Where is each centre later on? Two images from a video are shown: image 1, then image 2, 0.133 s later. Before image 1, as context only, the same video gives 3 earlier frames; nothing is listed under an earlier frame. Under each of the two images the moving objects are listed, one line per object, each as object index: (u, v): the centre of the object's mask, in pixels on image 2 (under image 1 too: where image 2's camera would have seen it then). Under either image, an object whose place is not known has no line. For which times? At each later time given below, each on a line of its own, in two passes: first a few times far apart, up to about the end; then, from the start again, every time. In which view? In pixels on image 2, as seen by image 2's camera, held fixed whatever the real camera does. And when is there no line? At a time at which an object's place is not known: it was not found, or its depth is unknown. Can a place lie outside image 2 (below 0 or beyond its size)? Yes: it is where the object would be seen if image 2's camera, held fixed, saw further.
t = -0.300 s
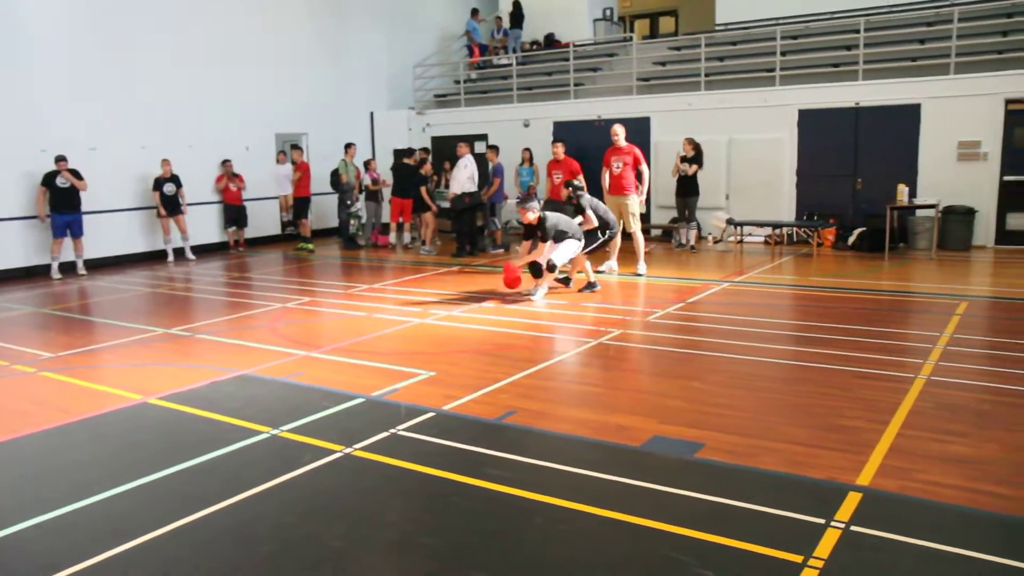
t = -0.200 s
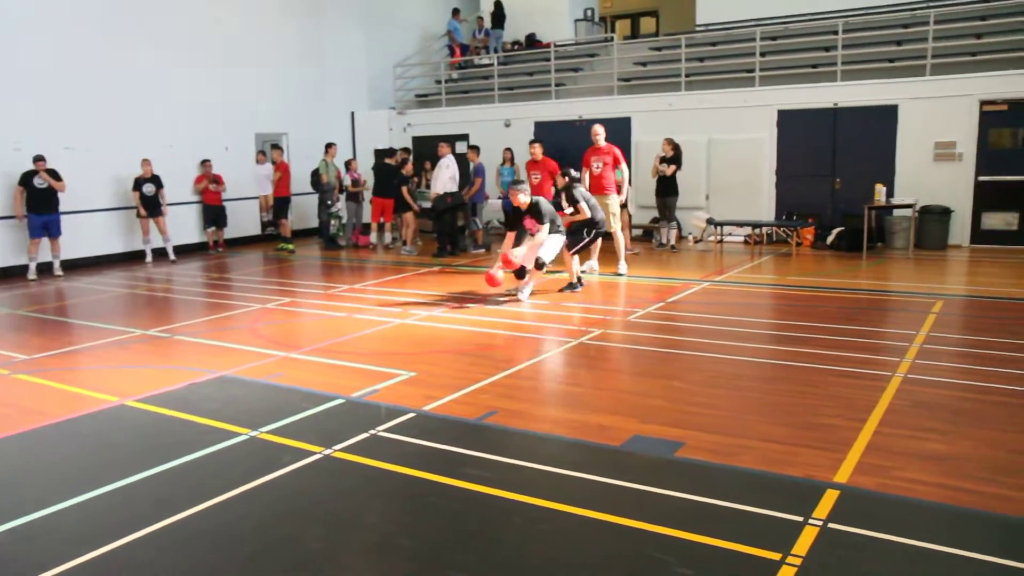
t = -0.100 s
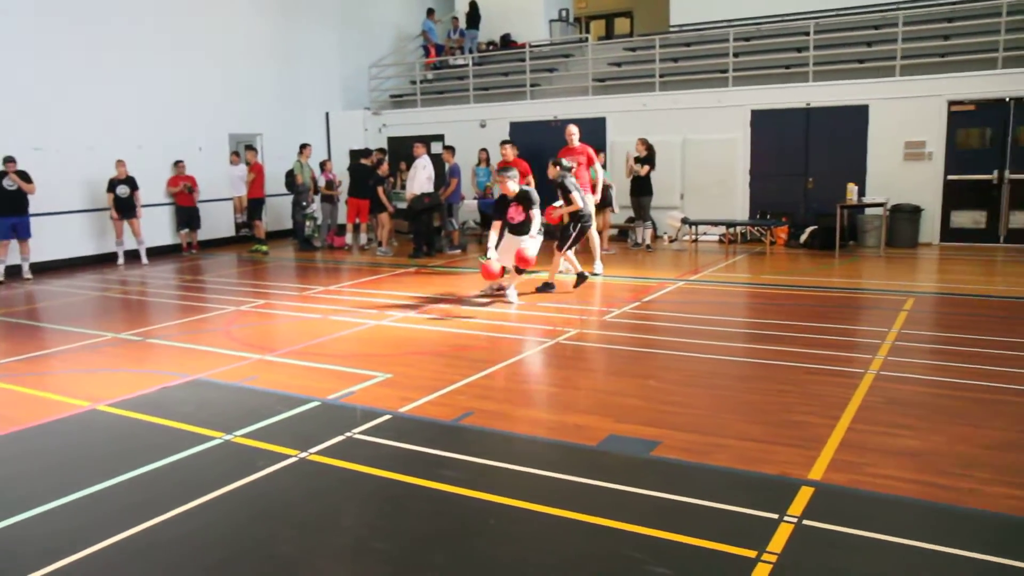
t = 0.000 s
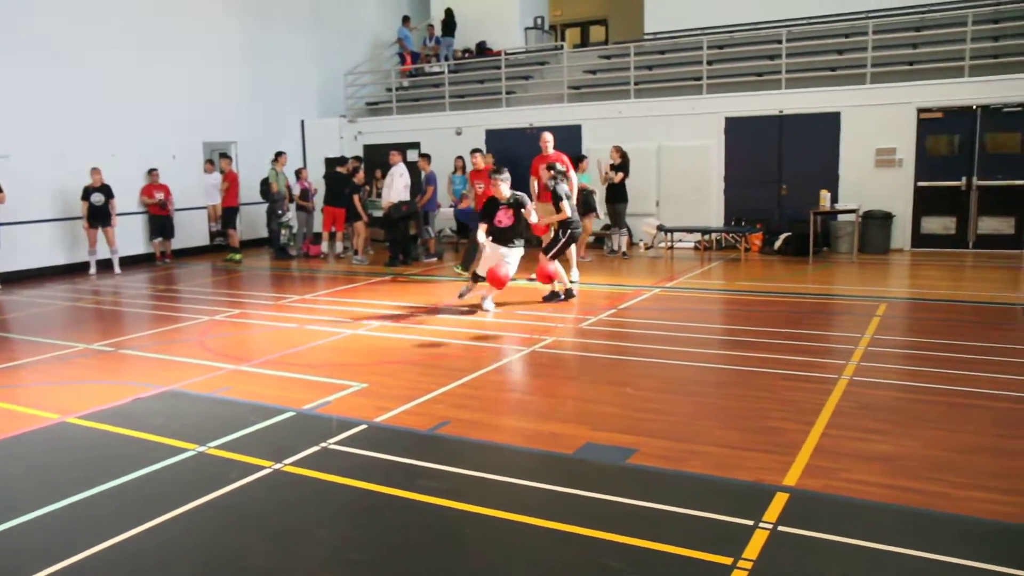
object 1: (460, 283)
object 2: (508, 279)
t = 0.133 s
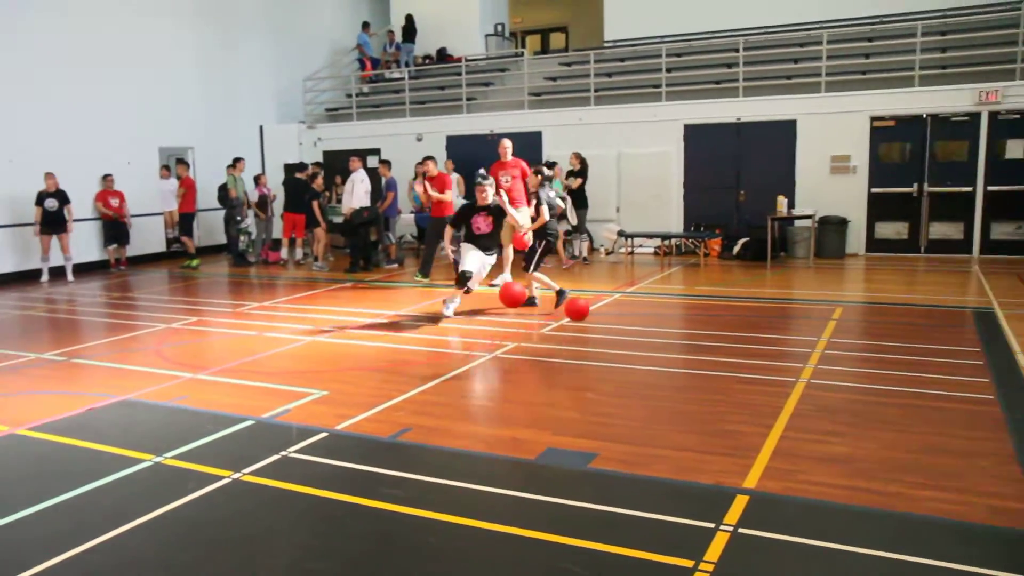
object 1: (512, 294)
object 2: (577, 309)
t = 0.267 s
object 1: (582, 331)
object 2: (652, 360)
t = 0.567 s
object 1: (804, 458)
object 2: (788, 342)
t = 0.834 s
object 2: (938, 406)
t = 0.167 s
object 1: (528, 301)
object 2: (596, 320)
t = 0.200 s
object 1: (545, 309)
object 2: (615, 334)
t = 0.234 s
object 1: (563, 320)
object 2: (635, 350)
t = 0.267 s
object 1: (582, 331)
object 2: (652, 360)
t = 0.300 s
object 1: (603, 346)
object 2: (666, 352)
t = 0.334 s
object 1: (625, 363)
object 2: (680, 347)
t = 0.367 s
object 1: (649, 383)
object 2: (693, 342)
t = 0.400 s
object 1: (675, 406)
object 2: (708, 337)
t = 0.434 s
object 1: (703, 433)
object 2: (723, 336)
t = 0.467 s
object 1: (733, 463)
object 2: (739, 335)
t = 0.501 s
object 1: (756, 462)
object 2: (755, 336)
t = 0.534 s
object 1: (780, 459)
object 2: (771, 339)
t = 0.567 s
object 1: (804, 458)
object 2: (788, 342)
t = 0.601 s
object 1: (832, 459)
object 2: (805, 348)
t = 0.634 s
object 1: (861, 462)
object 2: (823, 356)
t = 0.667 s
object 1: (891, 469)
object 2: (841, 367)
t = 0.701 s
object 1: (924, 478)
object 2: (859, 378)
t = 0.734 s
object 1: (959, 492)
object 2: (877, 392)
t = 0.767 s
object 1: (997, 509)
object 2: (897, 408)
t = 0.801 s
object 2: (917, 410)
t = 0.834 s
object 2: (938, 406)
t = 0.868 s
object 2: (960, 404)
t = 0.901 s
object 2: (982, 404)
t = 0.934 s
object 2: (1005, 405)
